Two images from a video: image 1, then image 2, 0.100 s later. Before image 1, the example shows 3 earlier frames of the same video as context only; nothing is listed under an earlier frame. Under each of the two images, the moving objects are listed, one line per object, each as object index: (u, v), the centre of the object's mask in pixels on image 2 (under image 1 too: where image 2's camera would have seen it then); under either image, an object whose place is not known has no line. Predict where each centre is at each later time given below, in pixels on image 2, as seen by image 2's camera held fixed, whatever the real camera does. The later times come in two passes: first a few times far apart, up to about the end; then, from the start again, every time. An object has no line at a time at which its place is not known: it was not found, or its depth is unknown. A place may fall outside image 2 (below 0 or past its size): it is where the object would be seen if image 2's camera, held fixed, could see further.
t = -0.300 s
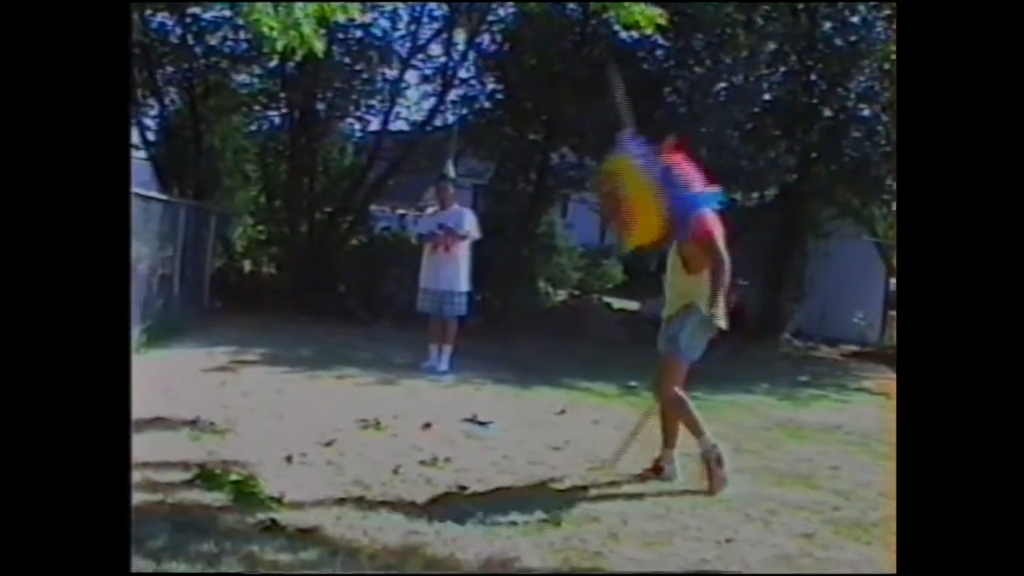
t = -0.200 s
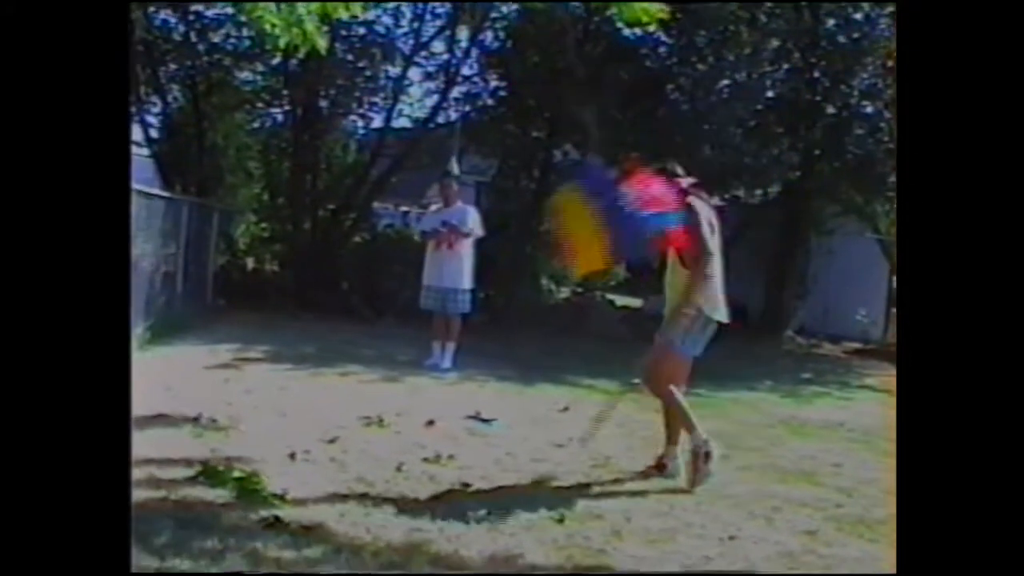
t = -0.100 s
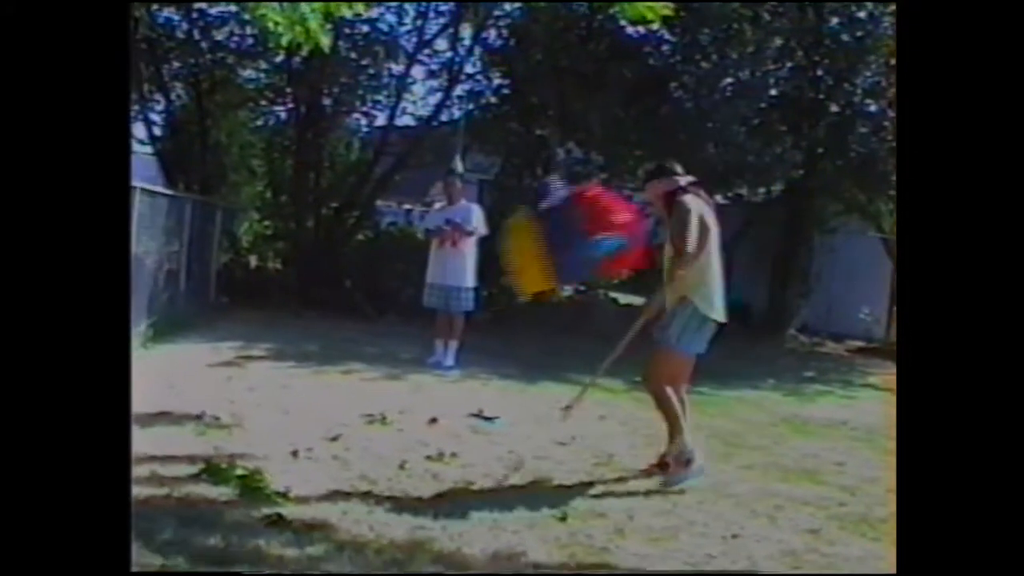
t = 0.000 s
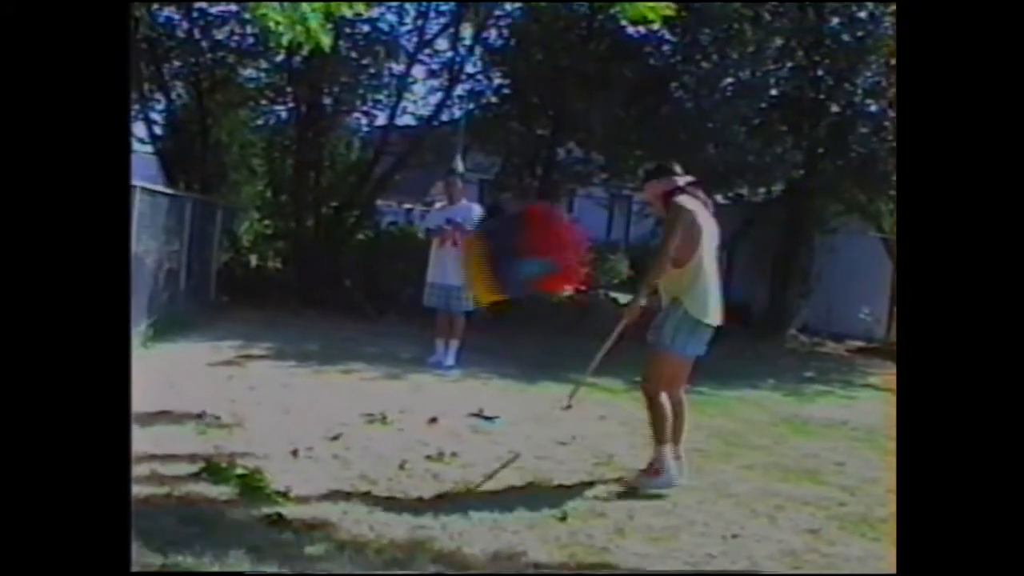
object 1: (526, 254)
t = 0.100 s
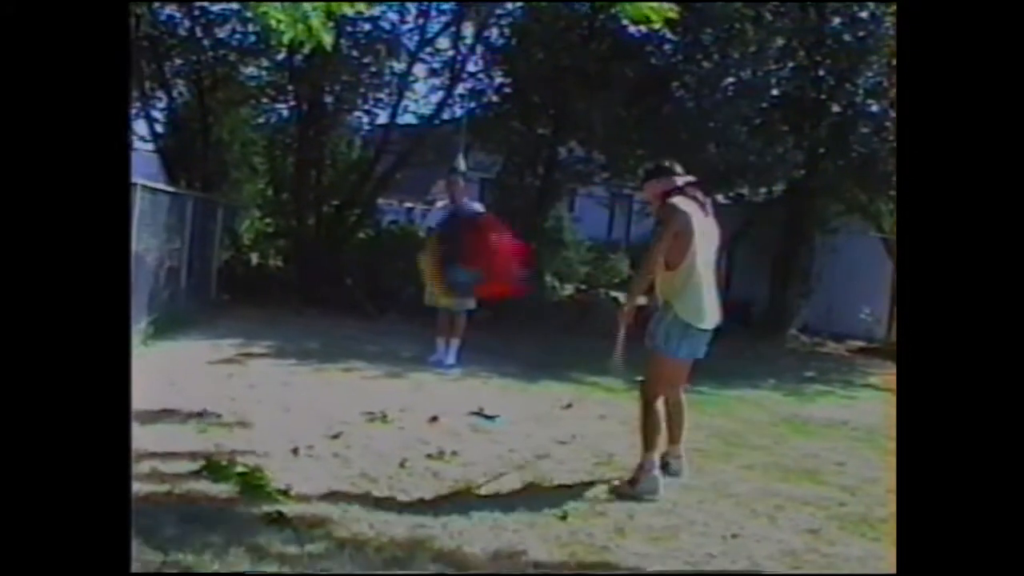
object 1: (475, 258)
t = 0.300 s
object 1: (388, 247)
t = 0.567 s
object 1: (319, 190)
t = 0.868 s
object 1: (294, 149)
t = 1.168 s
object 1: (298, 160)
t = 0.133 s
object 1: (456, 258)
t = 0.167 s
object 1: (440, 258)
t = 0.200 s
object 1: (433, 255)
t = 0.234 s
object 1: (413, 249)
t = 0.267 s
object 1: (402, 247)
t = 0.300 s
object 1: (388, 247)
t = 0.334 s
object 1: (375, 236)
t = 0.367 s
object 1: (364, 231)
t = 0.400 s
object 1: (354, 224)
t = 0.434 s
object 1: (345, 217)
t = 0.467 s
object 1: (338, 211)
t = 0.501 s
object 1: (330, 203)
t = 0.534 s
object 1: (324, 197)
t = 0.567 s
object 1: (319, 190)
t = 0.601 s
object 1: (314, 184)
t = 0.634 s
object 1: (308, 177)
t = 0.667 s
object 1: (305, 172)
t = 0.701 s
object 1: (302, 166)
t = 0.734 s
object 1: (299, 161)
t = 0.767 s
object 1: (297, 158)
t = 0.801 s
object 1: (295, 155)
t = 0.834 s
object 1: (294, 151)
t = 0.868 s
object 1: (294, 149)
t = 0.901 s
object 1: (293, 147)
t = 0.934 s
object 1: (293, 147)
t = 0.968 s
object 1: (292, 146)
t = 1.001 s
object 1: (292, 147)
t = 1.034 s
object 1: (292, 149)
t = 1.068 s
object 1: (293, 151)
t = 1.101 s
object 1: (293, 153)
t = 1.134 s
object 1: (295, 156)
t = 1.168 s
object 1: (298, 160)
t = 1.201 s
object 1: (302, 161)
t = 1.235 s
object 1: (305, 162)
